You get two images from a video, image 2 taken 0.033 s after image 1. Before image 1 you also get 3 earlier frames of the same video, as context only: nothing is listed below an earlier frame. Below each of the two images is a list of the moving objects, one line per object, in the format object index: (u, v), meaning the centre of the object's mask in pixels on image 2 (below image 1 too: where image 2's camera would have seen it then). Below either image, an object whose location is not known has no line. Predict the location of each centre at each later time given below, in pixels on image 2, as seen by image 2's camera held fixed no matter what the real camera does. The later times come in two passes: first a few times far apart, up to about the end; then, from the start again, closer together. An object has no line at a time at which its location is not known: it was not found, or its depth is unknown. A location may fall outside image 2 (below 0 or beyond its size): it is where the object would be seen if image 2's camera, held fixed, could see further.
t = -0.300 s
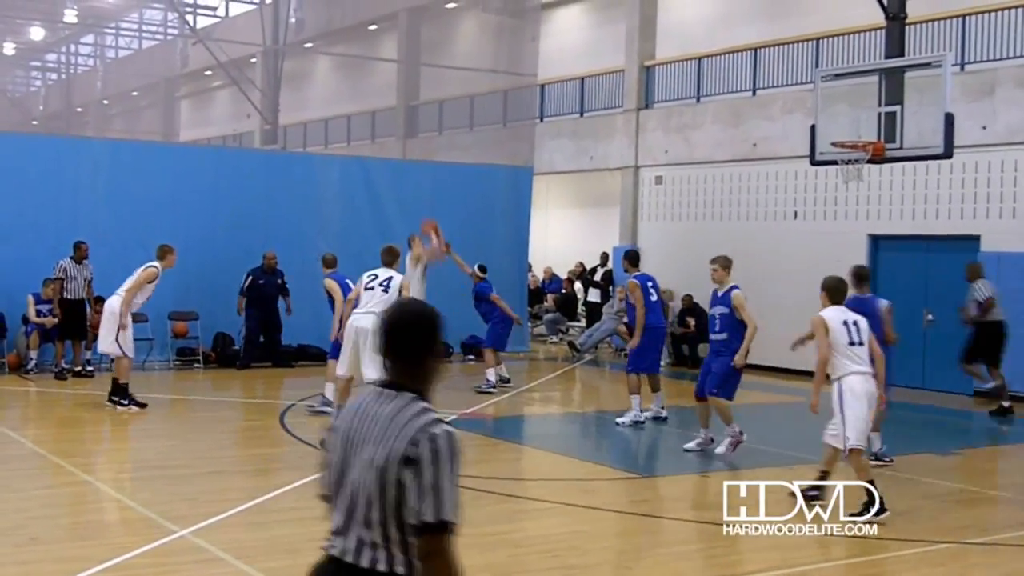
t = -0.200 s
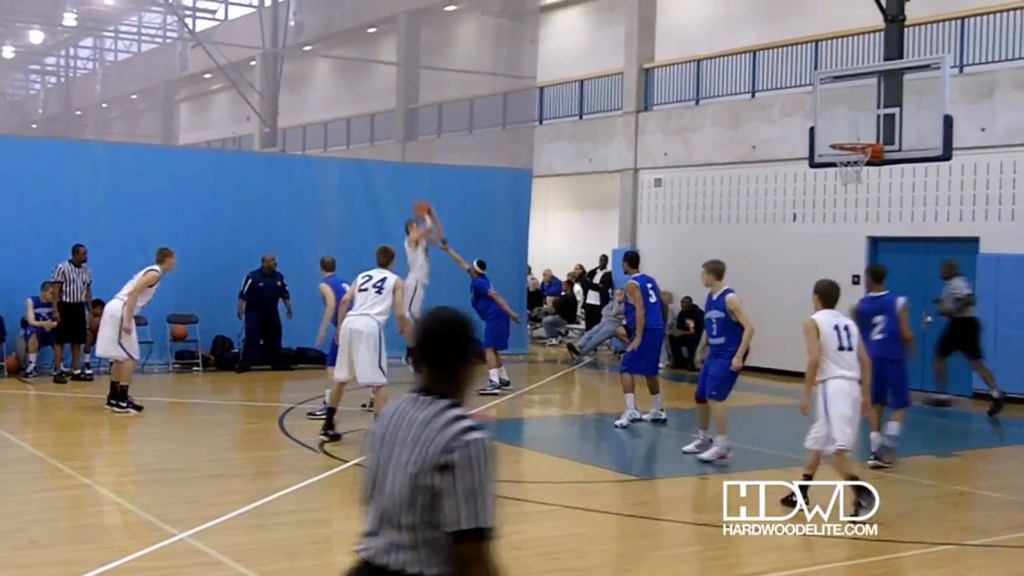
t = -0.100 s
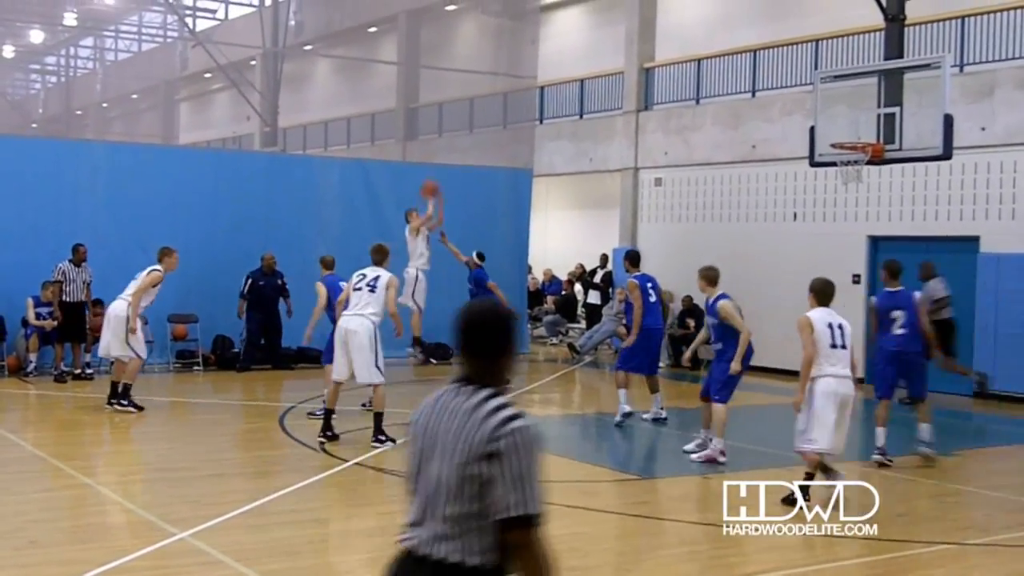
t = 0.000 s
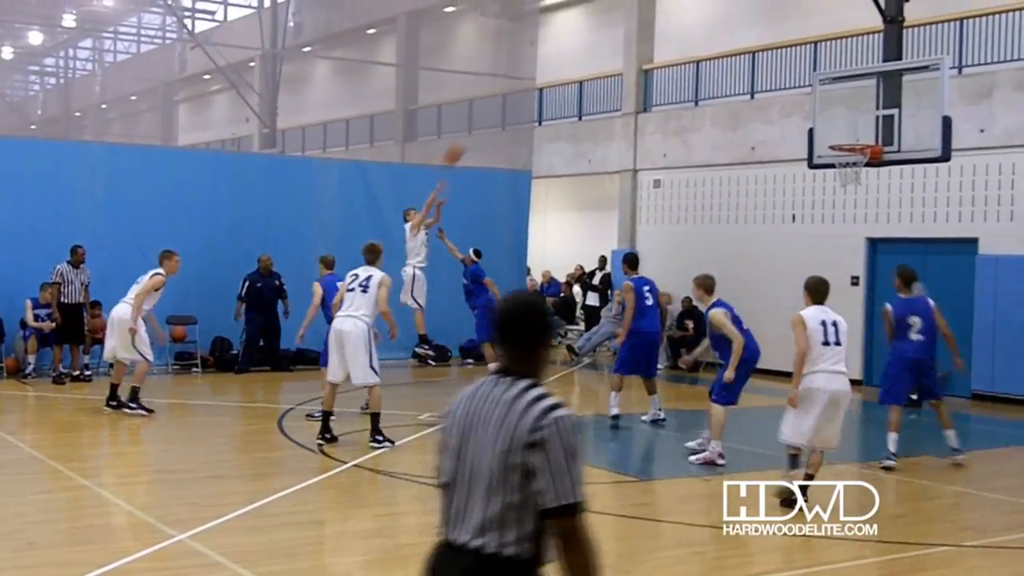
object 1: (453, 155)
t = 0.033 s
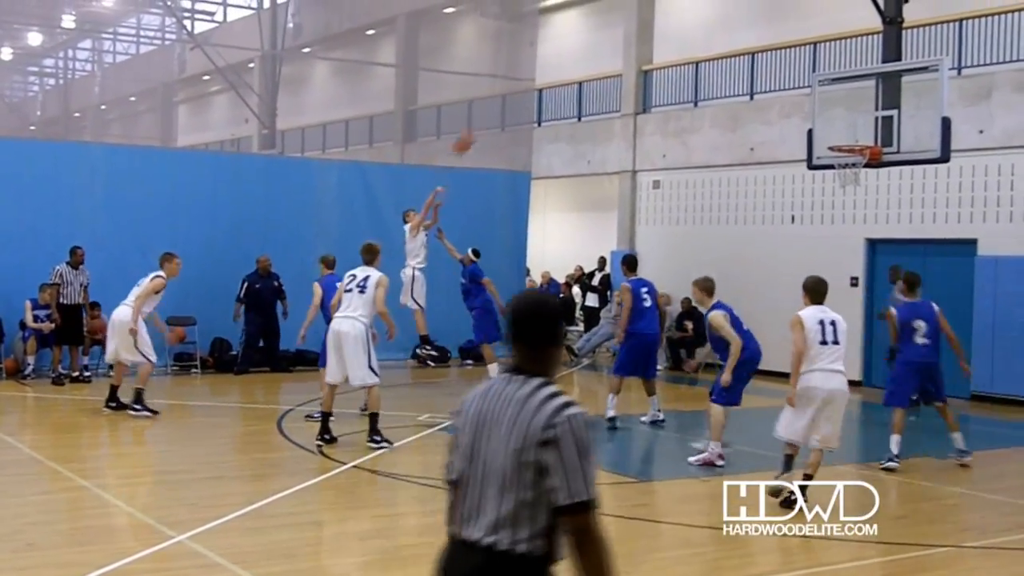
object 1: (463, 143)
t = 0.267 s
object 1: (542, 73)
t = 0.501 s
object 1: (626, 40)
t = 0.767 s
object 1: (728, 52)
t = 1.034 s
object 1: (841, 131)
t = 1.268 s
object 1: (849, 212)
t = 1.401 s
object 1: (839, 270)
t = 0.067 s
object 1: (474, 132)
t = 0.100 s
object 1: (485, 120)
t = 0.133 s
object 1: (496, 110)
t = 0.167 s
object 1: (507, 99)
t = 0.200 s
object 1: (518, 90)
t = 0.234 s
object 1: (531, 80)
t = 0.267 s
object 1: (542, 73)
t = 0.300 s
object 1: (553, 65)
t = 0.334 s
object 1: (566, 59)
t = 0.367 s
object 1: (577, 54)
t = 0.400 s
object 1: (589, 49)
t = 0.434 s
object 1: (601, 45)
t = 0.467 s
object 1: (613, 42)
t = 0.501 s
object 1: (626, 40)
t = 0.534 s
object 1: (639, 39)
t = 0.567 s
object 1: (650, 37)
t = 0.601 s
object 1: (664, 38)
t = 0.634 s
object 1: (676, 39)
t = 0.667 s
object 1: (688, 41)
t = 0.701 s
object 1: (702, 44)
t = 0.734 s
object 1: (715, 48)
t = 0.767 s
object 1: (728, 52)
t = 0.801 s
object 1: (741, 59)
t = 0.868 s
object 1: (769, 74)
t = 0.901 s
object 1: (783, 83)
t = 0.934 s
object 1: (797, 94)
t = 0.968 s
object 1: (811, 104)
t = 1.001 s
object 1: (825, 116)
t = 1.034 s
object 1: (841, 131)
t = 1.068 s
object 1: (853, 141)
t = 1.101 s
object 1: (861, 157)
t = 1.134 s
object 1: (861, 169)
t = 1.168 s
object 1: (859, 178)
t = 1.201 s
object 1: (855, 188)
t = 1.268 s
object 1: (849, 212)
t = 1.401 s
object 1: (839, 270)
